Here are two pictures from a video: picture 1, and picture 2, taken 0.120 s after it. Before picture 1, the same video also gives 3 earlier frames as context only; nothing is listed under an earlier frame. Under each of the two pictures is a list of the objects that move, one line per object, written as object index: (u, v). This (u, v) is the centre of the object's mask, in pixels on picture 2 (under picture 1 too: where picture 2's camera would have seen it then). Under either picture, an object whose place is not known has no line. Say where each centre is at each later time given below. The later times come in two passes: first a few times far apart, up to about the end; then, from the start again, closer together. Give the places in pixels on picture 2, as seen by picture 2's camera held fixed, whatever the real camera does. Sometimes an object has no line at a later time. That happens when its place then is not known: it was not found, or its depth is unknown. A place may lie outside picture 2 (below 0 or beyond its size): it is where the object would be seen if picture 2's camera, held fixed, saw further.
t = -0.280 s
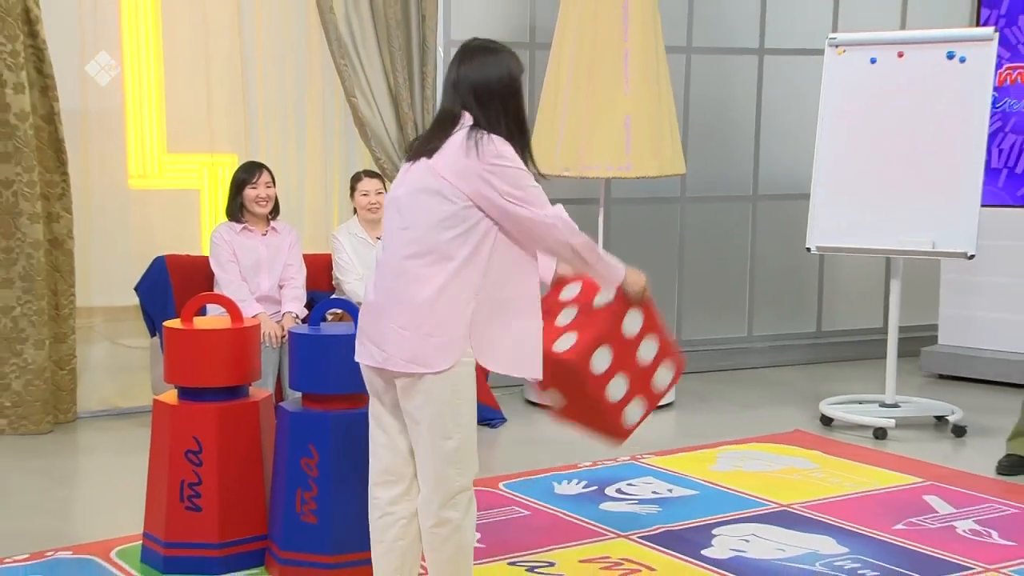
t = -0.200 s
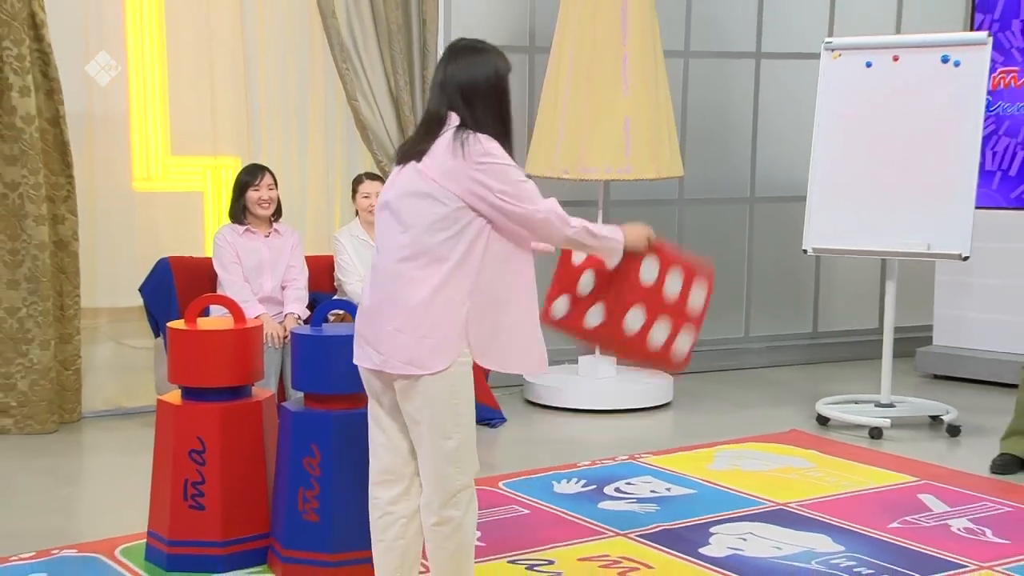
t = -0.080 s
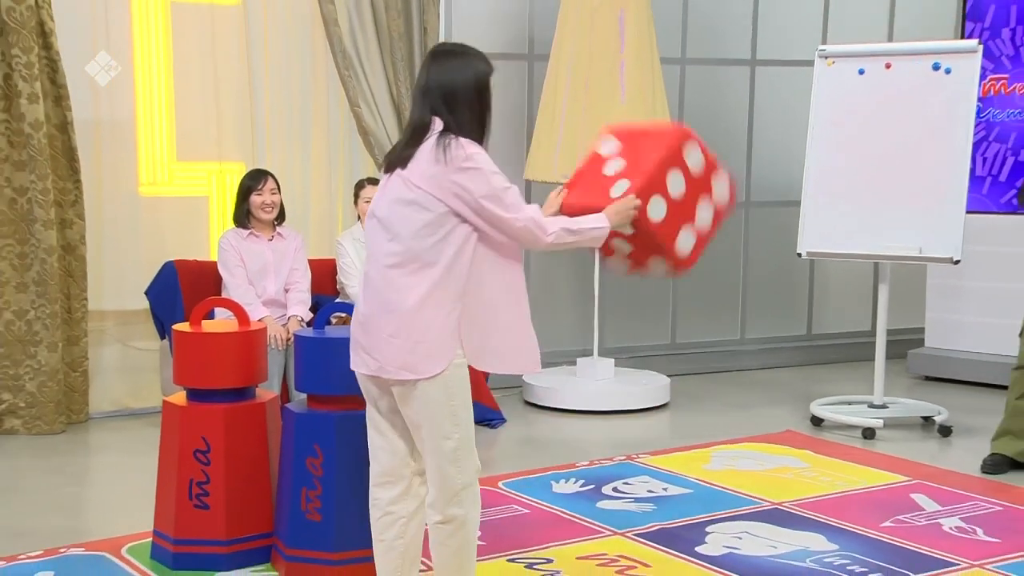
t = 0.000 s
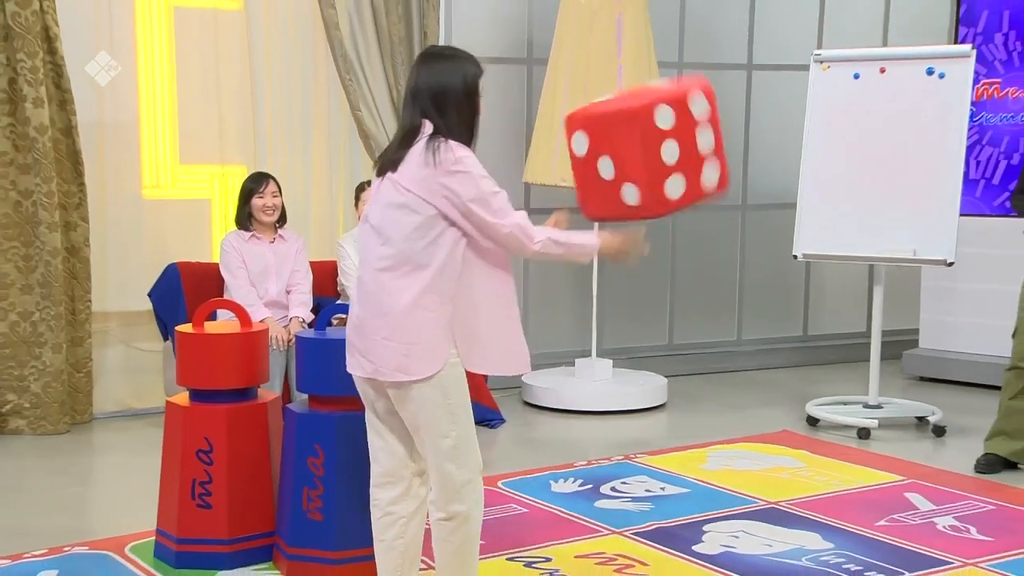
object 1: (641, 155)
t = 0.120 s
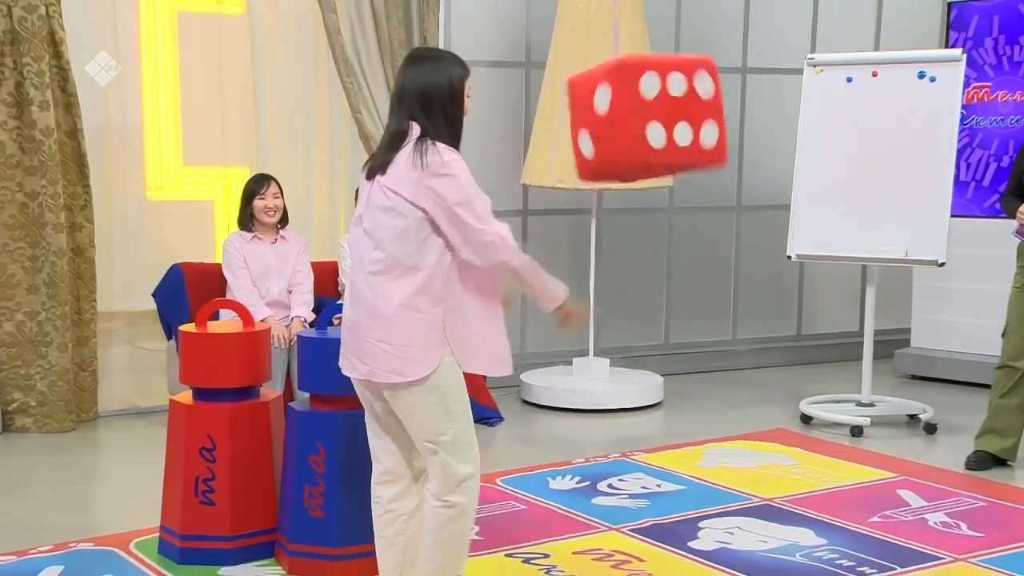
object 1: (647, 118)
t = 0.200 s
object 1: (650, 119)
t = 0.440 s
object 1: (655, 240)
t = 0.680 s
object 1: (663, 531)
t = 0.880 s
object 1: (688, 500)
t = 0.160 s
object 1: (649, 117)
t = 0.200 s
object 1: (650, 119)
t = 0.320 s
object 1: (653, 157)
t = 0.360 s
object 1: (655, 179)
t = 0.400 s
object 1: (654, 208)
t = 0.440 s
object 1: (655, 240)
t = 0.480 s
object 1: (655, 274)
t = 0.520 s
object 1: (656, 313)
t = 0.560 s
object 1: (658, 363)
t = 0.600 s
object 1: (660, 411)
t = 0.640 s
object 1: (663, 466)
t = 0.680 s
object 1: (663, 531)
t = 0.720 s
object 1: (666, 547)
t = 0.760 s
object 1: (670, 533)
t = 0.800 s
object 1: (676, 520)
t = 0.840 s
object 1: (682, 507)
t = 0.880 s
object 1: (688, 500)
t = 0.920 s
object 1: (693, 497)
